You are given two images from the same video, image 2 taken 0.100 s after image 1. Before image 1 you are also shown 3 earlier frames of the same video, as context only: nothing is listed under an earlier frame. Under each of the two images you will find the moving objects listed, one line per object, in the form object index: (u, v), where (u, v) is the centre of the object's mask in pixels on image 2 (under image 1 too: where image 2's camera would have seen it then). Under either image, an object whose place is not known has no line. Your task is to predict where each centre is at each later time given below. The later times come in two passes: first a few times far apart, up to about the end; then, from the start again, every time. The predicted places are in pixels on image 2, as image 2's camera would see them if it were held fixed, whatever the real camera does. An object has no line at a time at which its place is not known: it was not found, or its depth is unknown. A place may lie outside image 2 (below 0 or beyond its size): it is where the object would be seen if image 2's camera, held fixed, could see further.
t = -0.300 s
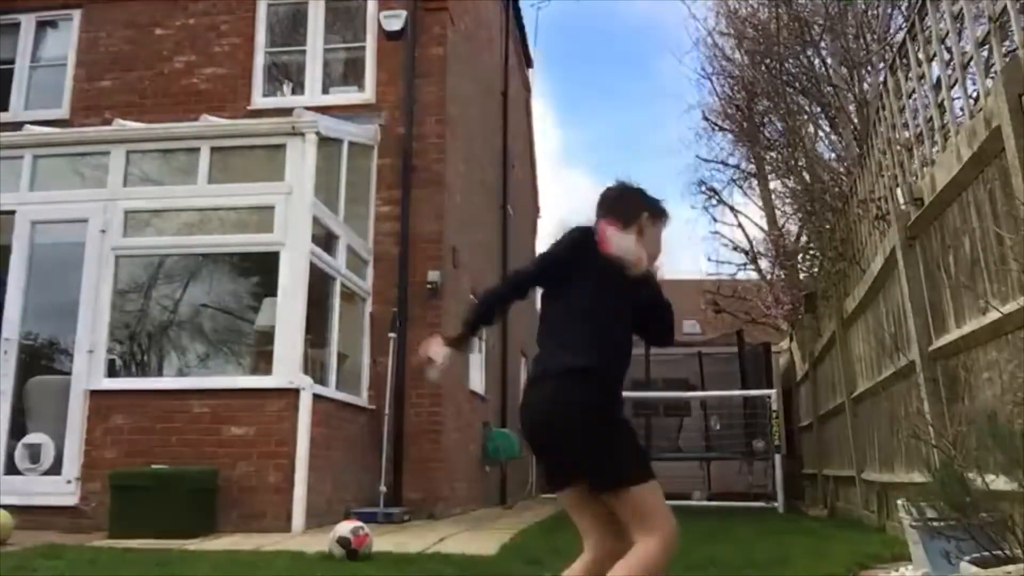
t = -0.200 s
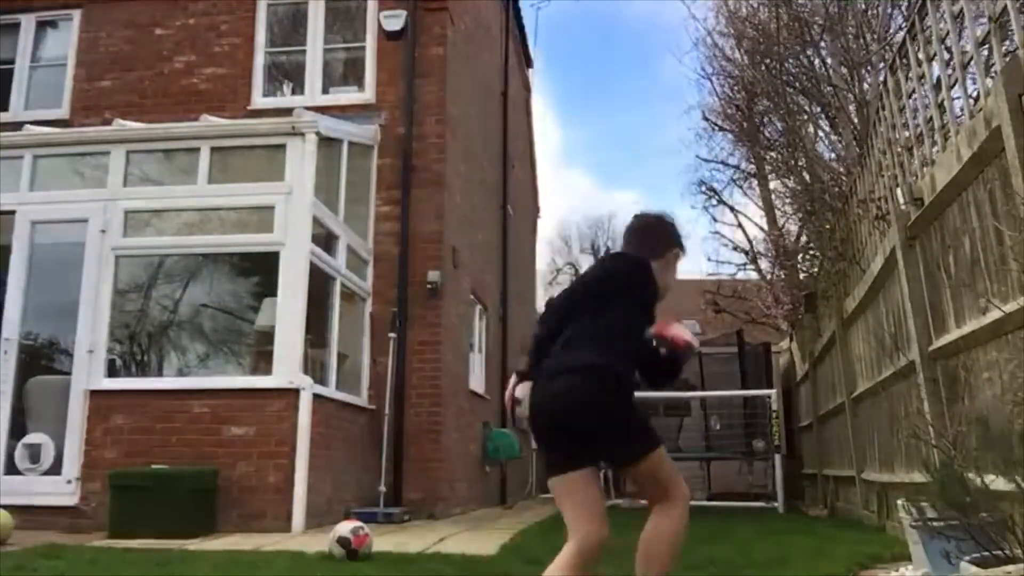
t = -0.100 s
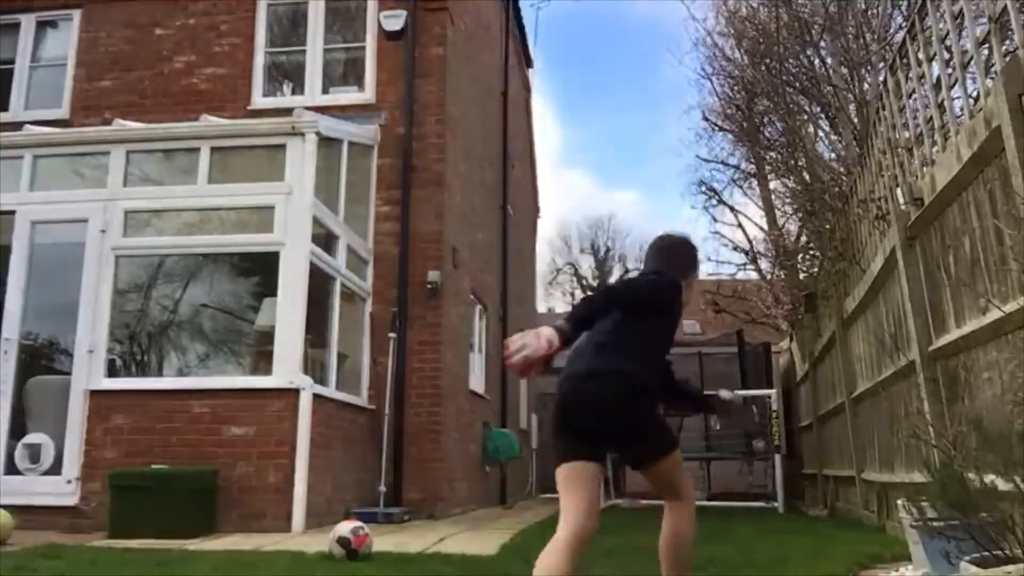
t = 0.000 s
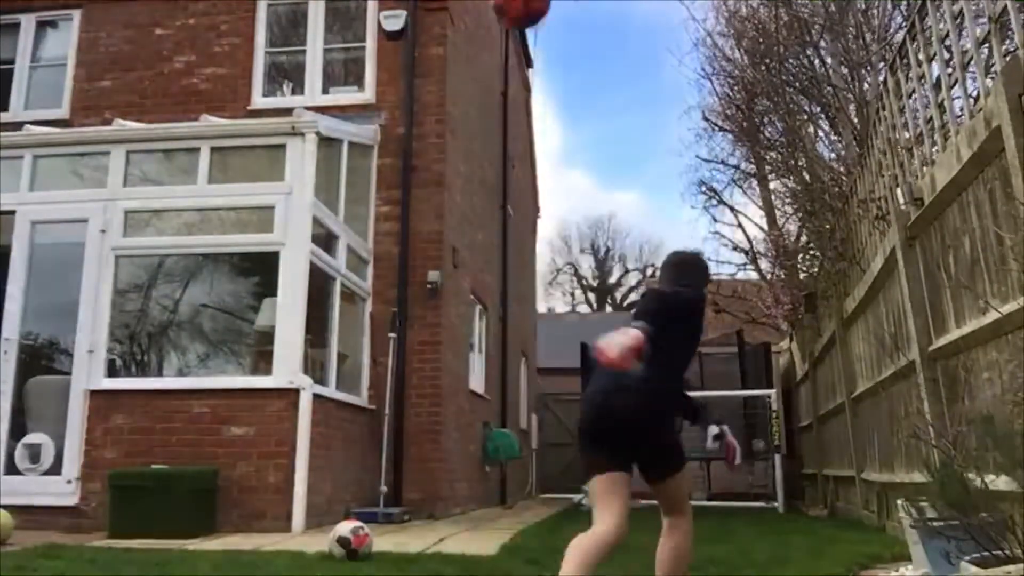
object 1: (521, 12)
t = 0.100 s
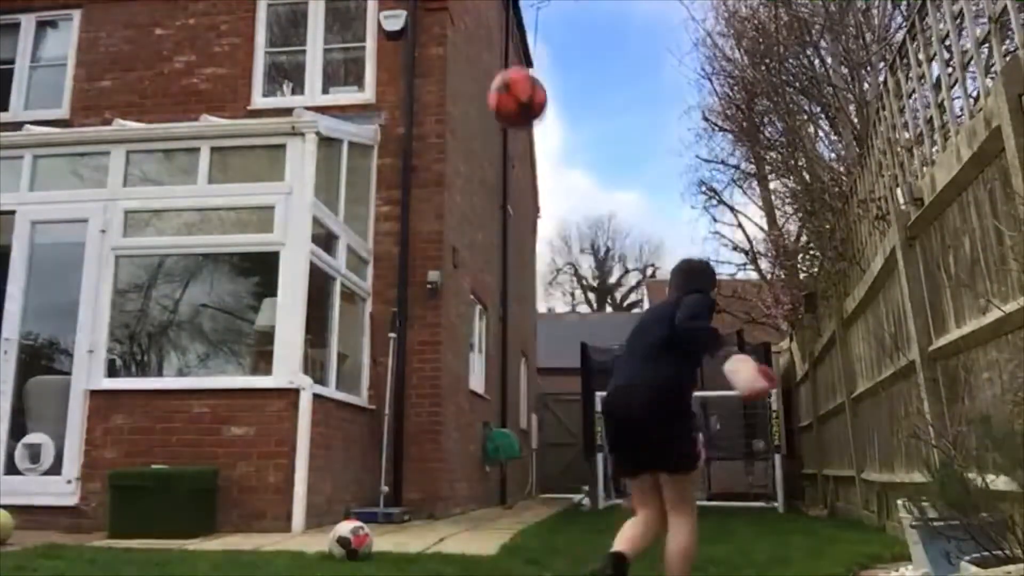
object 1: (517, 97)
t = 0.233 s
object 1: (515, 256)
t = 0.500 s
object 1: (512, 532)
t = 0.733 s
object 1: (516, 375)
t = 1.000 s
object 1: (522, 386)
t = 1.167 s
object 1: (527, 491)
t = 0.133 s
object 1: (516, 135)
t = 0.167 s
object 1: (516, 174)
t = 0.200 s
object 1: (516, 214)
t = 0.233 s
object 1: (515, 256)
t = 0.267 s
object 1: (514, 301)
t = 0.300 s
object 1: (514, 348)
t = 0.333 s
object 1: (512, 397)
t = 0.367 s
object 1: (512, 450)
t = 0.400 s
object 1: (511, 504)
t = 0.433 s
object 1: (511, 557)
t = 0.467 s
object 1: (510, 559)
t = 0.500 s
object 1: (512, 532)
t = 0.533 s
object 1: (512, 498)
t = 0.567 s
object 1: (512, 468)
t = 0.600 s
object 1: (512, 443)
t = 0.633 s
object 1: (514, 421)
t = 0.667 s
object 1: (514, 402)
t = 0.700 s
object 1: (515, 387)
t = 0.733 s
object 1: (516, 375)
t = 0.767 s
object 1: (517, 367)
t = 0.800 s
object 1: (518, 361)
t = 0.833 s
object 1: (518, 358)
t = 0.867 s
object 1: (518, 358)
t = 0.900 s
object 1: (519, 361)
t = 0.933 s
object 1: (520, 367)
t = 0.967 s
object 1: (521, 375)
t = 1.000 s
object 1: (522, 386)
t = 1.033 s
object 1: (522, 402)
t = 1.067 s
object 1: (523, 418)
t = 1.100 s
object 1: (523, 438)
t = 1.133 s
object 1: (525, 463)
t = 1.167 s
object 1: (527, 491)
